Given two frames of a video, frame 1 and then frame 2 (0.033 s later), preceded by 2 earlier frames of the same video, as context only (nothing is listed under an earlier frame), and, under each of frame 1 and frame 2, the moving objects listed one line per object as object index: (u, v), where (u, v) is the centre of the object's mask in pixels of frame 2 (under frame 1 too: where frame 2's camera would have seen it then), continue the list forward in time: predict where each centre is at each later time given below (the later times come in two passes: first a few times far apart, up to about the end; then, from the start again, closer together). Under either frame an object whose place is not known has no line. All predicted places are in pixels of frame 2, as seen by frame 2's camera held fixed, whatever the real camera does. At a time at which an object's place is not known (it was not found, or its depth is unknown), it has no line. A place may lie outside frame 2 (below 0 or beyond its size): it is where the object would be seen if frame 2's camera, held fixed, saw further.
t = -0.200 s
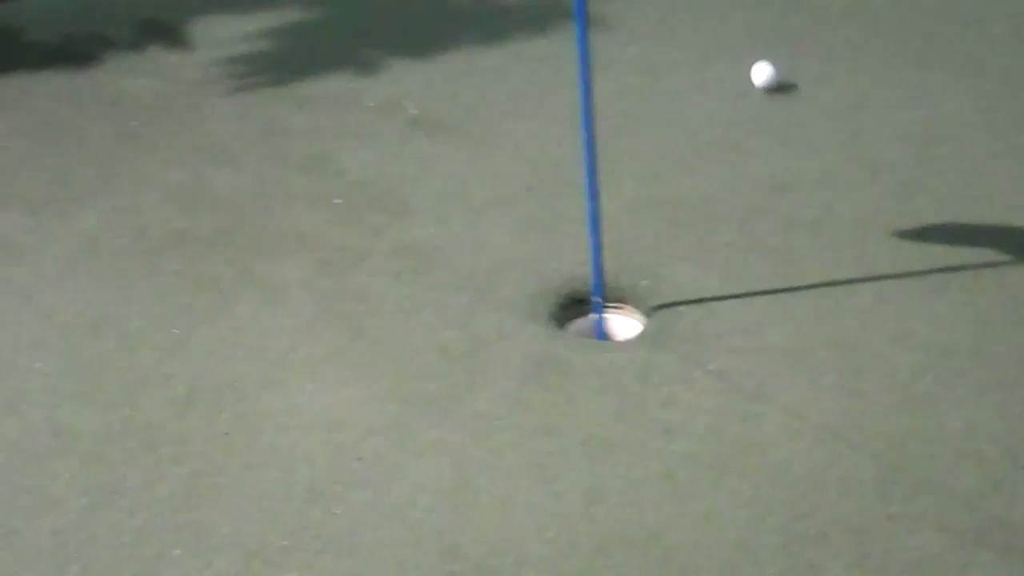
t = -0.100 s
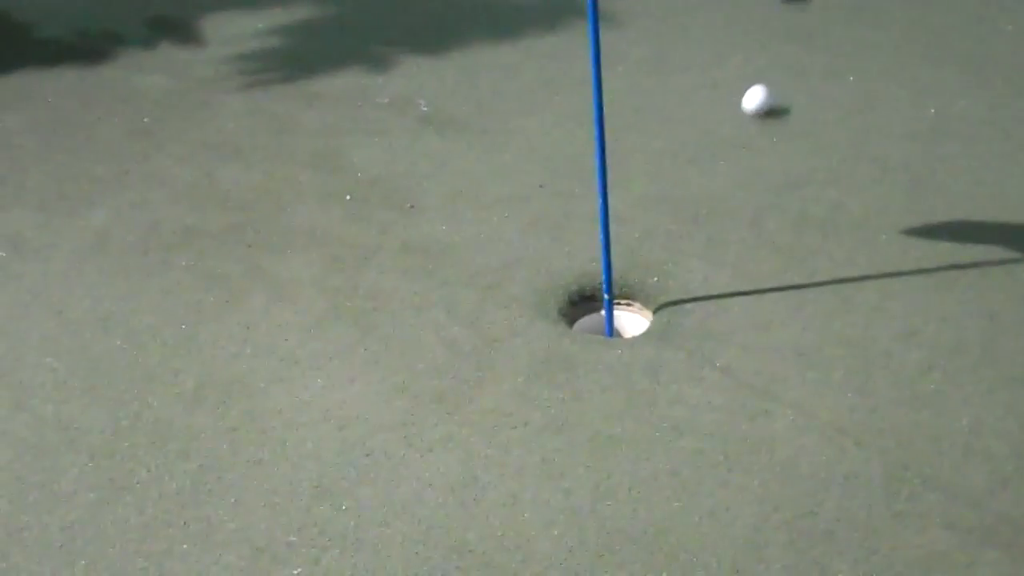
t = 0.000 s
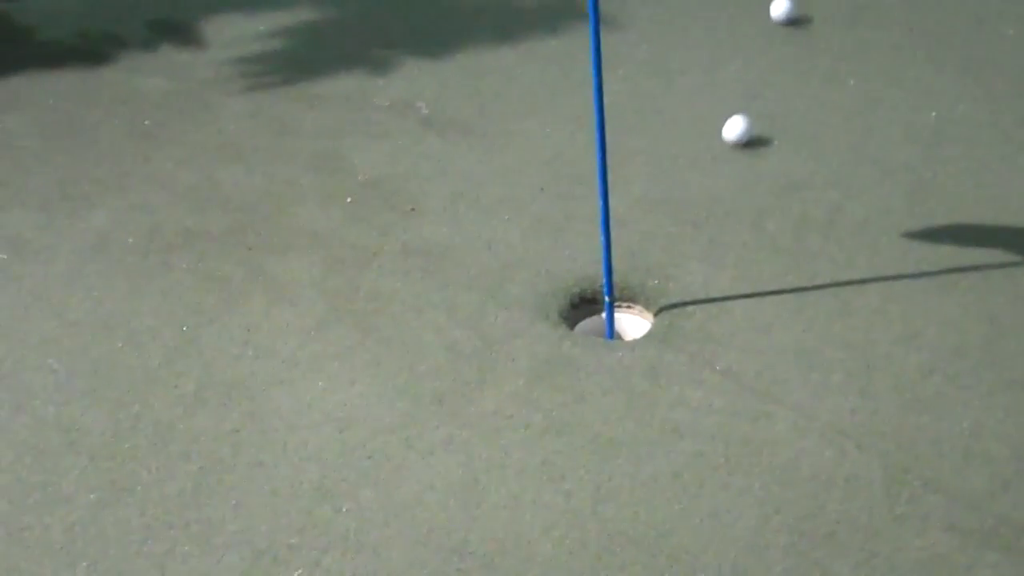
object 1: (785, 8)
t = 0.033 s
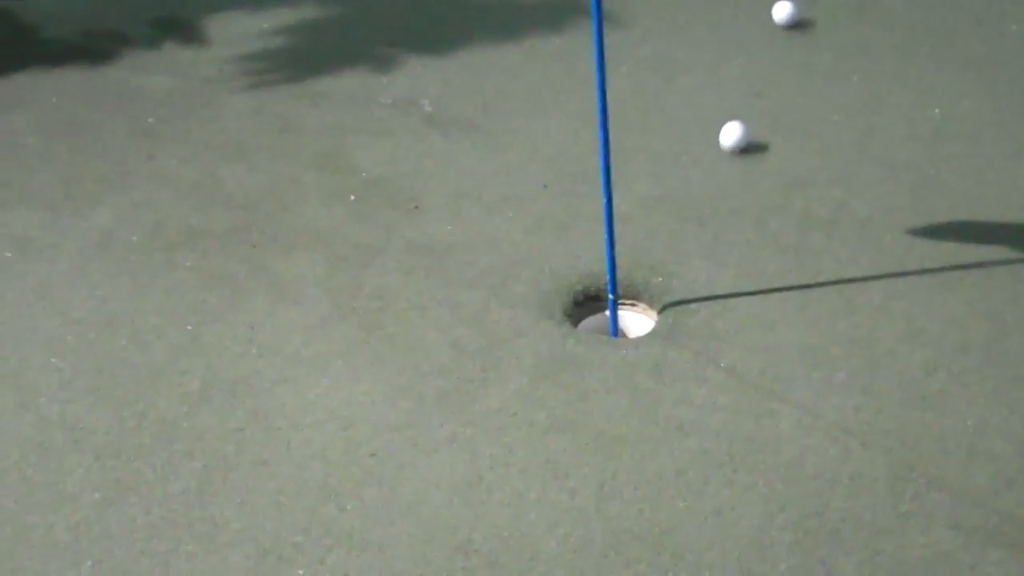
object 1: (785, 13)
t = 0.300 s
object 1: (778, 68)
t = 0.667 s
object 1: (762, 143)
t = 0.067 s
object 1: (784, 21)
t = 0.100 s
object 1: (785, 27)
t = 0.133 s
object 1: (782, 35)
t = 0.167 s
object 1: (781, 42)
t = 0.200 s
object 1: (781, 48)
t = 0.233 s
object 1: (781, 54)
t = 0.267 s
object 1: (779, 61)
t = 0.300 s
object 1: (778, 68)
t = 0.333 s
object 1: (777, 75)
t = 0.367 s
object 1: (776, 82)
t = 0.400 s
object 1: (775, 89)
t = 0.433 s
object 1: (773, 95)
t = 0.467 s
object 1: (772, 103)
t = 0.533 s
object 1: (770, 116)
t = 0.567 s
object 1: (768, 122)
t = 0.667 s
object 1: (762, 143)
